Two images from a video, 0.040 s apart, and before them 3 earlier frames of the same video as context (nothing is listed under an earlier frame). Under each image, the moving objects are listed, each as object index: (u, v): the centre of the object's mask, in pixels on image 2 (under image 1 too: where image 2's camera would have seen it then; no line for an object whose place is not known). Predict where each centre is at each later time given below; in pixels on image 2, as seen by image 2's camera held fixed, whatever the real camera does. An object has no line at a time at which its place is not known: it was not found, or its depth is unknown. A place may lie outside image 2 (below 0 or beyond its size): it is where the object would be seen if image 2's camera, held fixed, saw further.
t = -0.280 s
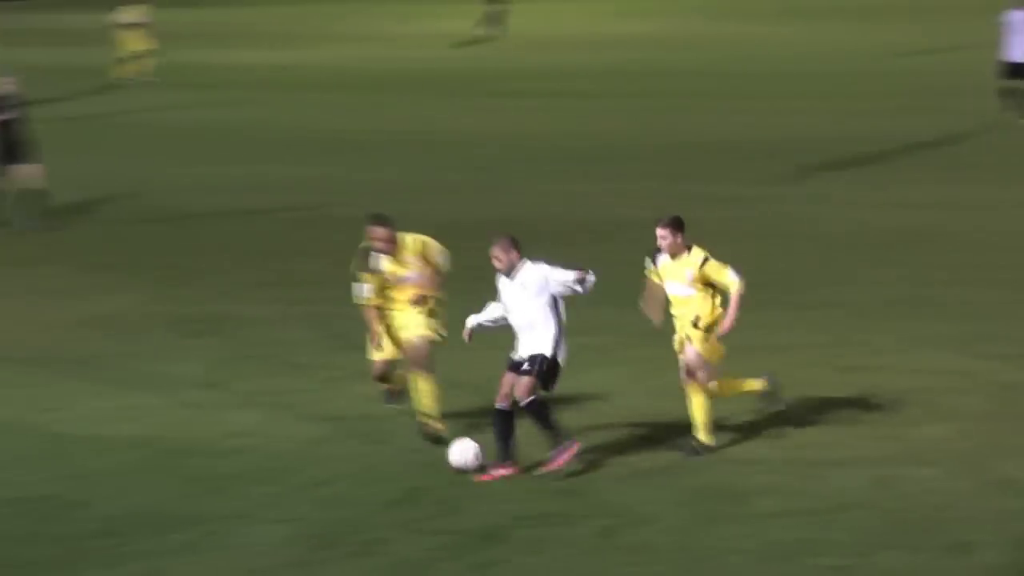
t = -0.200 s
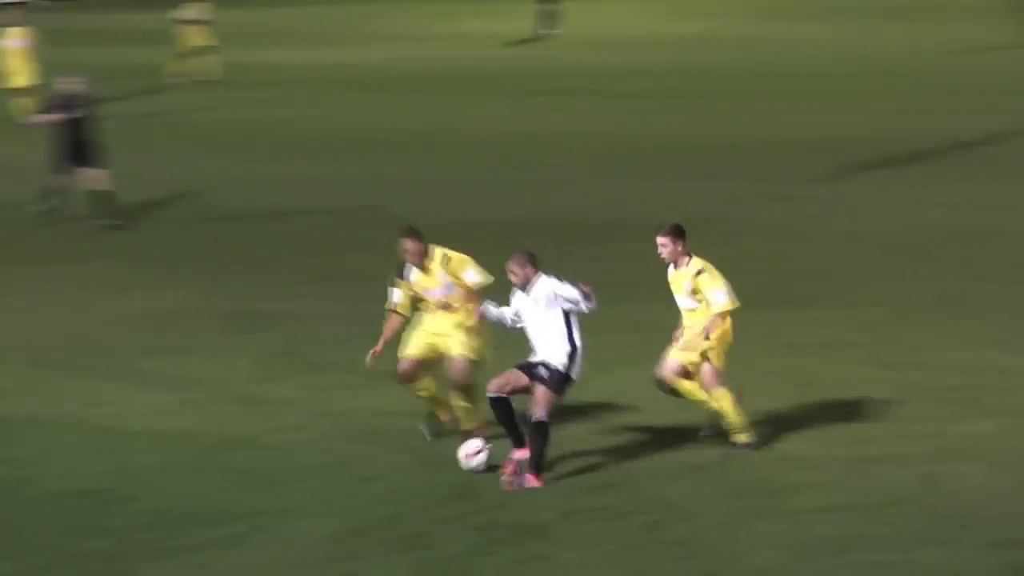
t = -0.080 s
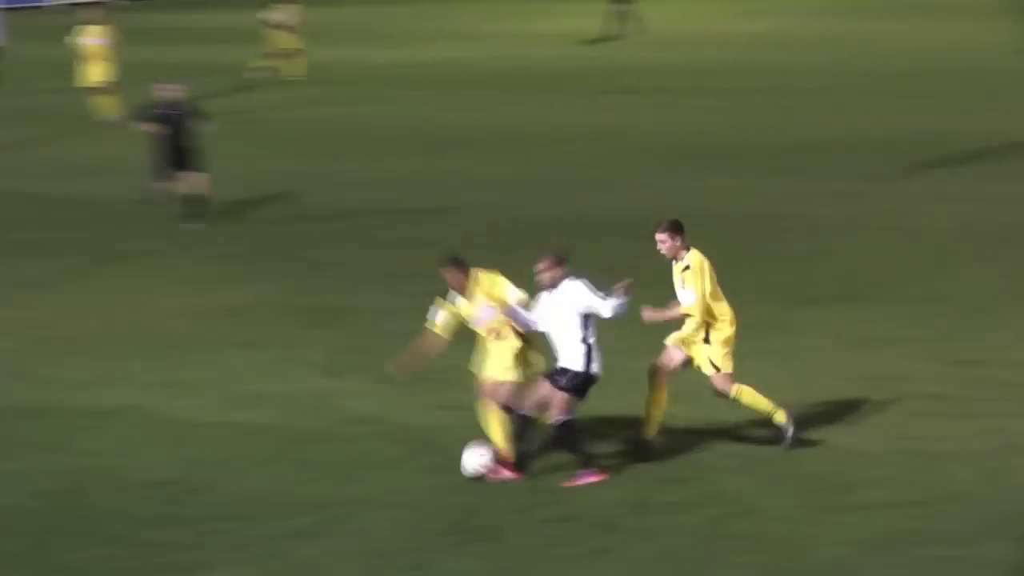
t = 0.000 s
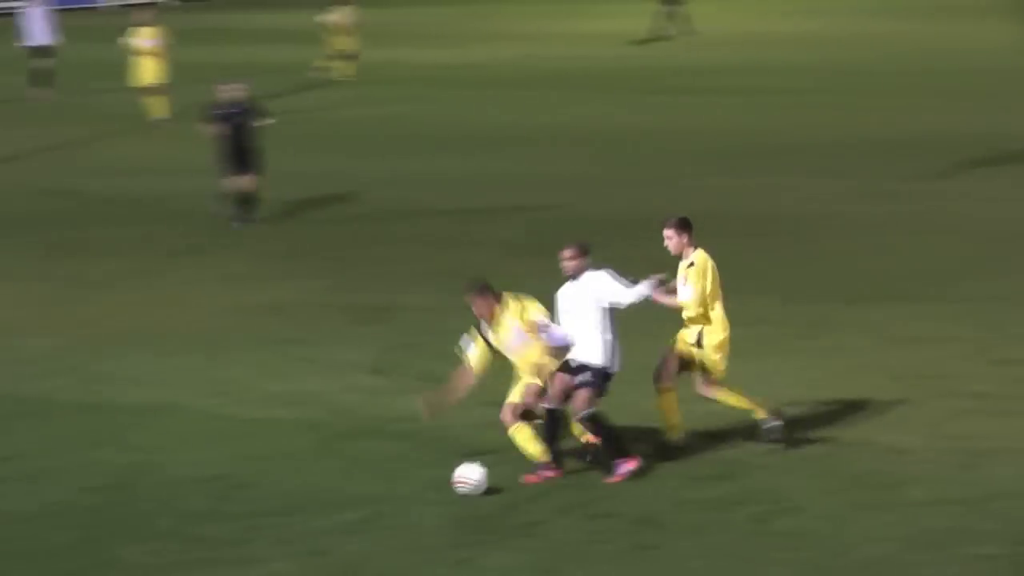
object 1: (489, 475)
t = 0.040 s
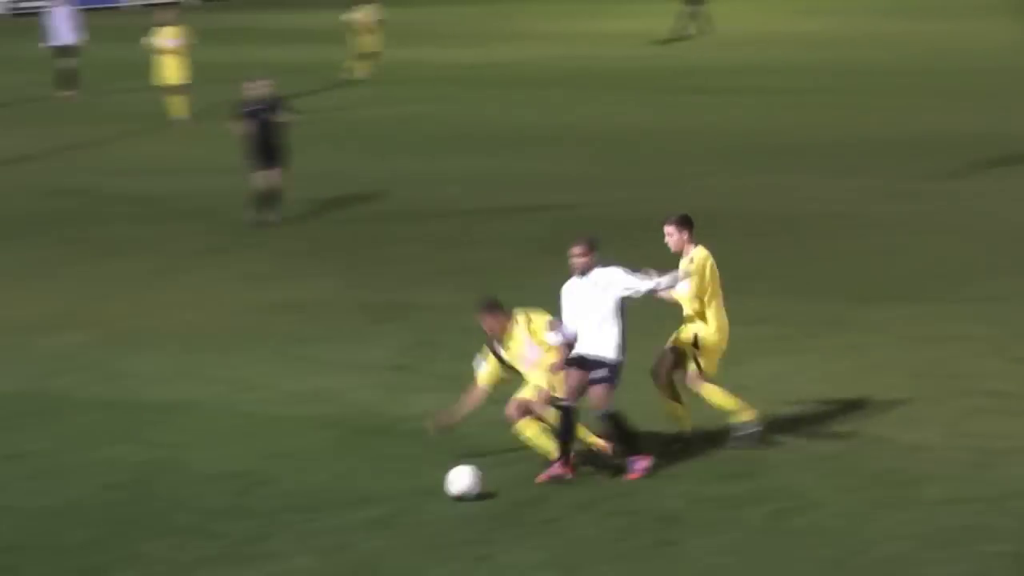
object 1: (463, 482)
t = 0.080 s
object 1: (438, 490)
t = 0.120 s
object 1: (411, 499)
